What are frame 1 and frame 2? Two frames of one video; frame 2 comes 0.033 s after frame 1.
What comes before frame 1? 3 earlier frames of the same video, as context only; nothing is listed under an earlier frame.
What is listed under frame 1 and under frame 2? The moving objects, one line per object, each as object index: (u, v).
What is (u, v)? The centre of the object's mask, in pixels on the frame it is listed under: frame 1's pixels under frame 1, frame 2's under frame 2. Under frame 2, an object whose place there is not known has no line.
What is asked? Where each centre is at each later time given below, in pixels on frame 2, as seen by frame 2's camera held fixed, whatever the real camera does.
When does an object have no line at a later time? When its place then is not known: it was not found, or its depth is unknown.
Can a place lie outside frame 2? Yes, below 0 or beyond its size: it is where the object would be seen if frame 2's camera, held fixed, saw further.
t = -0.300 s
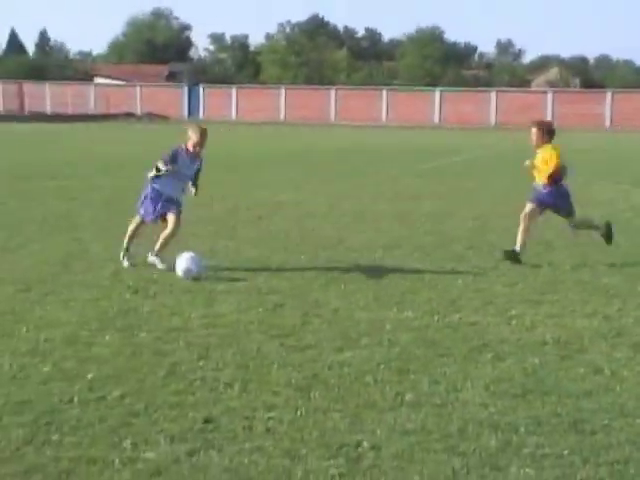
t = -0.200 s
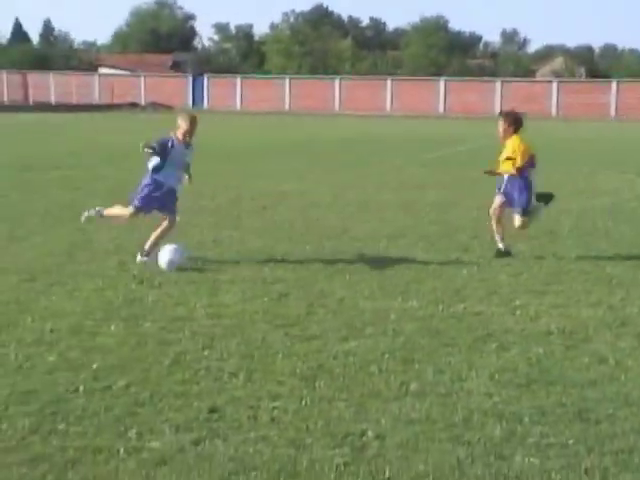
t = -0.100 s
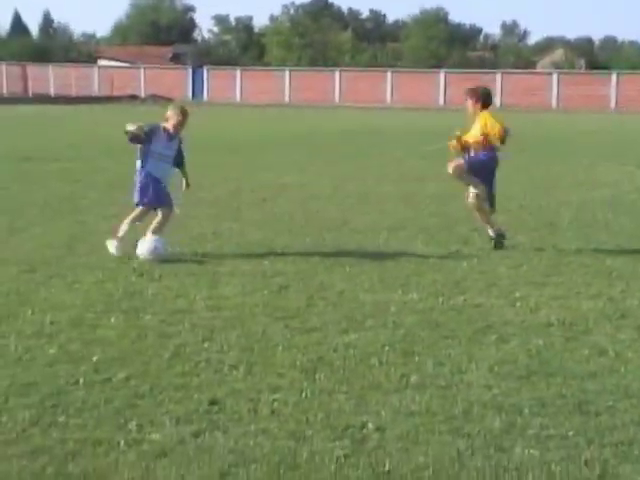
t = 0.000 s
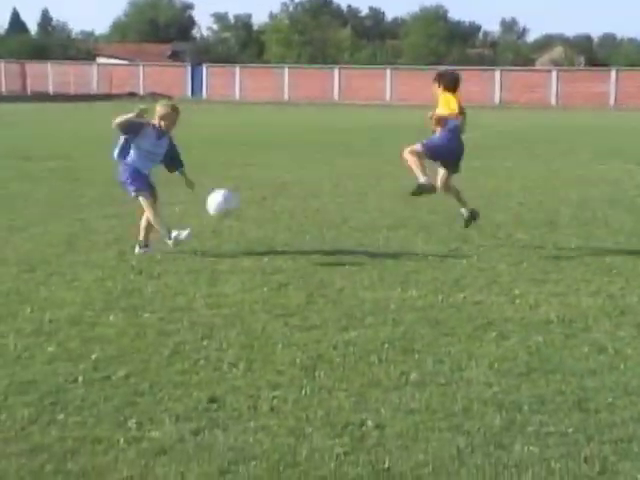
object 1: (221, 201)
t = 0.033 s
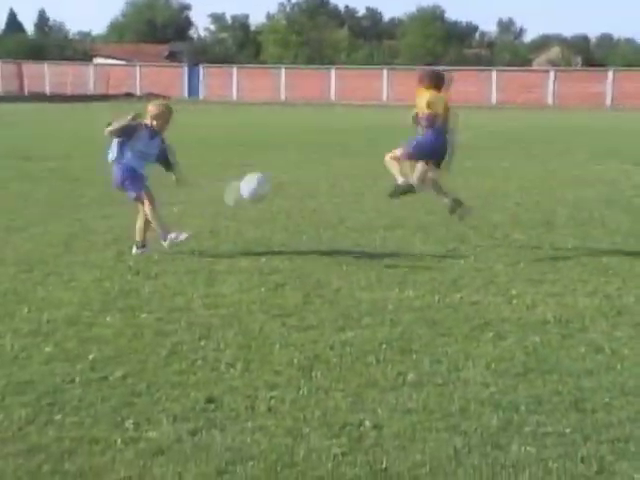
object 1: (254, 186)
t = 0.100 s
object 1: (312, 161)
